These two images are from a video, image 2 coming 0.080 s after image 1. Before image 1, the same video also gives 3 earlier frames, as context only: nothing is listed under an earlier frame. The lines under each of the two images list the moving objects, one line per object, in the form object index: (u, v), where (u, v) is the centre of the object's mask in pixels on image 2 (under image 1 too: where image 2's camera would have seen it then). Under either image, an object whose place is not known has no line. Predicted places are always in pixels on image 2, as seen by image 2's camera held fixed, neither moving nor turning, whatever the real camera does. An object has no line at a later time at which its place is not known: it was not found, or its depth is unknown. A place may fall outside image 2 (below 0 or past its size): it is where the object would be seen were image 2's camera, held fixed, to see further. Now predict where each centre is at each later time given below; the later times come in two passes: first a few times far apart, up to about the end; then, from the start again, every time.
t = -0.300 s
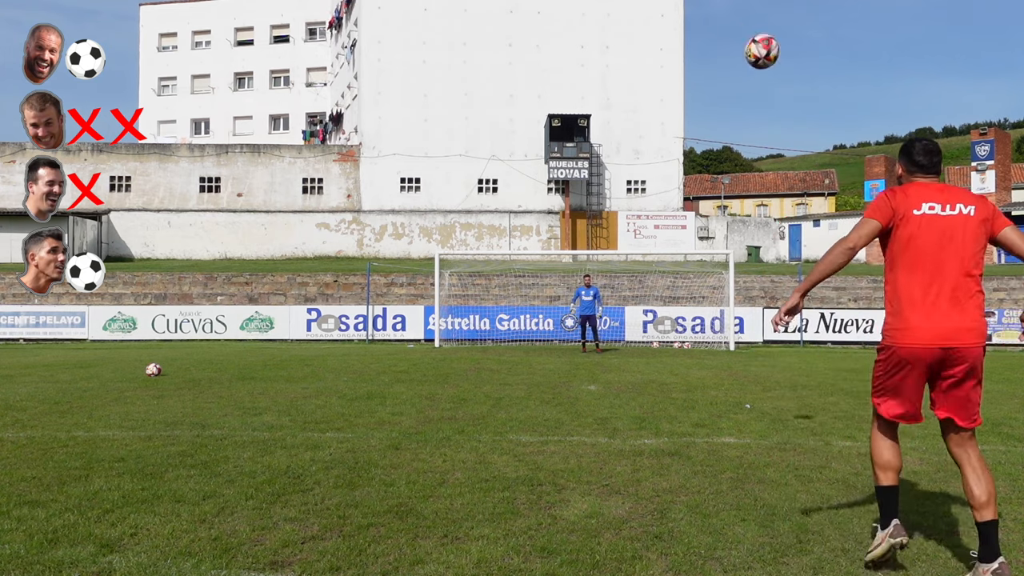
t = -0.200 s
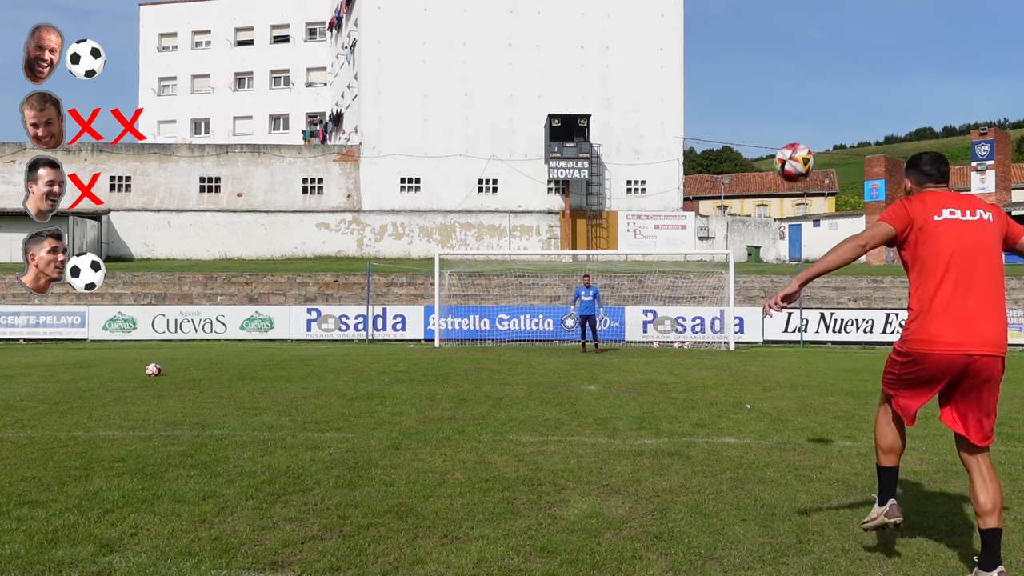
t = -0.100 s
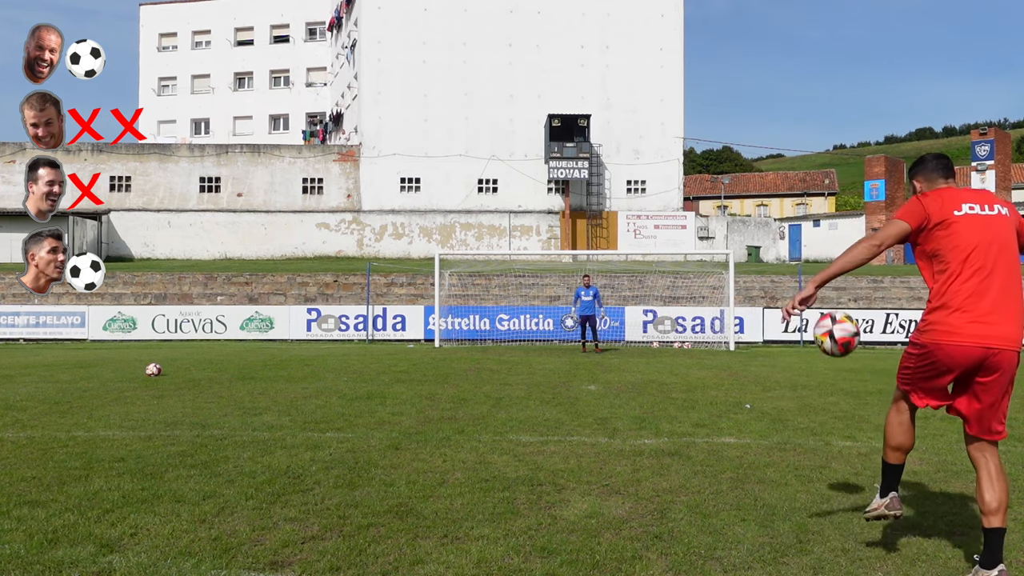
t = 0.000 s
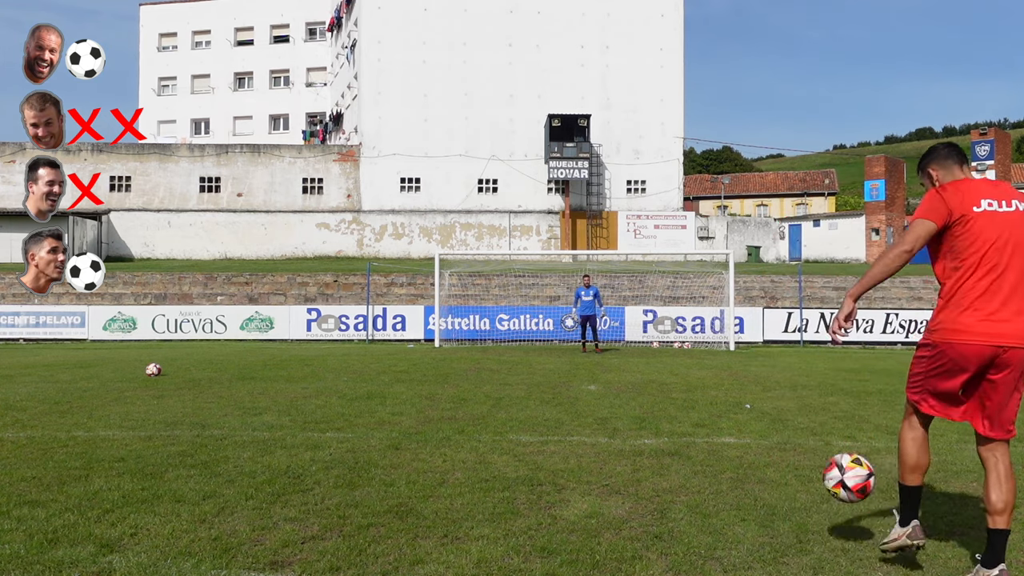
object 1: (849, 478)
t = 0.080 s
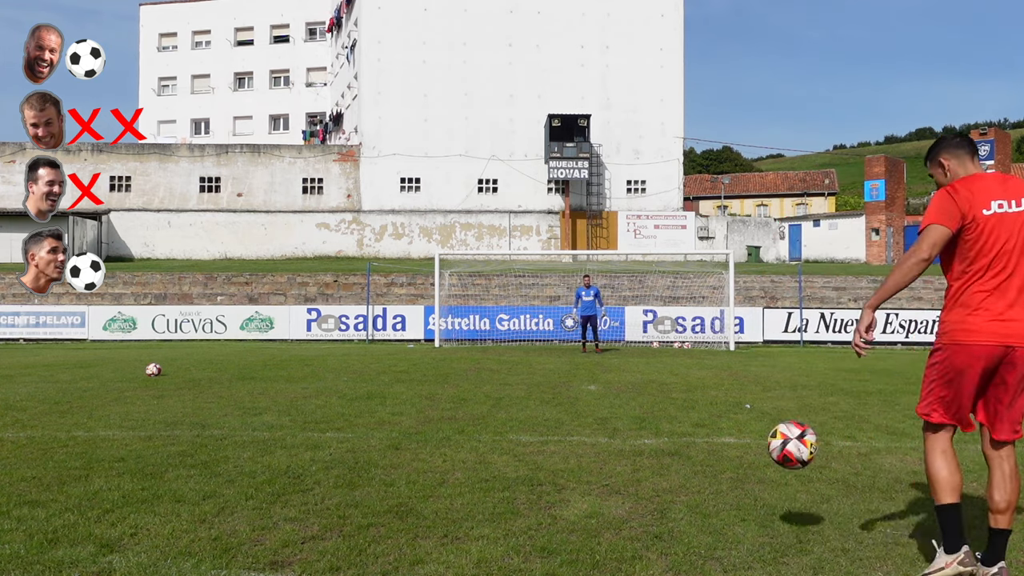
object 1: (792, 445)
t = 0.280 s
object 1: (664, 425)
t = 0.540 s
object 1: (522, 489)
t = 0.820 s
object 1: (419, 430)
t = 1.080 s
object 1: (335, 455)
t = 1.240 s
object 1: (287, 443)
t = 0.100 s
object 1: (779, 439)
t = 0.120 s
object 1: (766, 434)
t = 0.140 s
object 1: (752, 430)
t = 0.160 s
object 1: (740, 426)
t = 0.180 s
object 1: (727, 424)
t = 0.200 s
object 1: (714, 423)
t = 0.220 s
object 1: (701, 423)
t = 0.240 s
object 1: (689, 423)
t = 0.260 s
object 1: (676, 424)
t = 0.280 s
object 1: (664, 425)
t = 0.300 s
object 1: (652, 428)
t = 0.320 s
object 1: (640, 431)
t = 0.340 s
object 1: (629, 436)
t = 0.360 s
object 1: (617, 441)
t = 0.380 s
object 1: (605, 446)
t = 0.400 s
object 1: (594, 452)
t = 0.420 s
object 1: (583, 459)
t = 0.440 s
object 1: (572, 467)
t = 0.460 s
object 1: (561, 476)
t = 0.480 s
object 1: (551, 486)
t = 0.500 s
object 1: (540, 496)
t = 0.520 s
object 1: (530, 499)
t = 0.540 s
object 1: (522, 489)
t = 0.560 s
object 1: (514, 479)
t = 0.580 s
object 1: (507, 471)
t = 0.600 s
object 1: (499, 463)
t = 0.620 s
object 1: (491, 457)
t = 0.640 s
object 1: (484, 450)
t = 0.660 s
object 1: (476, 445)
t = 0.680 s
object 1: (469, 441)
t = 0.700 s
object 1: (461, 437)
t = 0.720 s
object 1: (454, 434)
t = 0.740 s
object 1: (447, 432)
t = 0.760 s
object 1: (440, 430)
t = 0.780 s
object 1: (433, 429)
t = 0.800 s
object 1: (426, 429)
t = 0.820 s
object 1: (419, 430)
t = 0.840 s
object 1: (413, 431)
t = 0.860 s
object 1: (406, 433)
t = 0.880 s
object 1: (399, 436)
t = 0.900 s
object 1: (393, 439)
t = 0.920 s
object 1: (386, 443)
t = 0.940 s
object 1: (380, 448)
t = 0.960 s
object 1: (373, 453)
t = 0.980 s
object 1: (367, 459)
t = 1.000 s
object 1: (361, 466)
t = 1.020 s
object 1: (355, 470)
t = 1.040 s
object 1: (348, 465)
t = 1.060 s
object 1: (342, 460)
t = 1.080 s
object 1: (335, 455)
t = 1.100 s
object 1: (329, 451)
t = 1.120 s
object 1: (323, 448)
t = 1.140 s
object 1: (317, 446)
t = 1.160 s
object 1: (311, 444)
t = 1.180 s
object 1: (305, 442)
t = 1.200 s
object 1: (299, 442)
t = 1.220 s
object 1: (293, 442)
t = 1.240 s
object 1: (287, 443)
